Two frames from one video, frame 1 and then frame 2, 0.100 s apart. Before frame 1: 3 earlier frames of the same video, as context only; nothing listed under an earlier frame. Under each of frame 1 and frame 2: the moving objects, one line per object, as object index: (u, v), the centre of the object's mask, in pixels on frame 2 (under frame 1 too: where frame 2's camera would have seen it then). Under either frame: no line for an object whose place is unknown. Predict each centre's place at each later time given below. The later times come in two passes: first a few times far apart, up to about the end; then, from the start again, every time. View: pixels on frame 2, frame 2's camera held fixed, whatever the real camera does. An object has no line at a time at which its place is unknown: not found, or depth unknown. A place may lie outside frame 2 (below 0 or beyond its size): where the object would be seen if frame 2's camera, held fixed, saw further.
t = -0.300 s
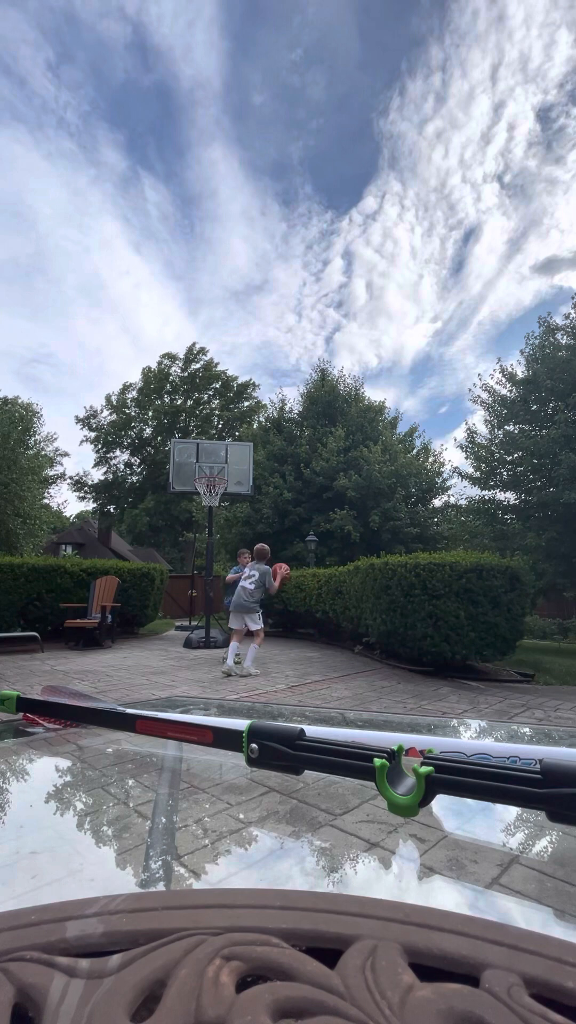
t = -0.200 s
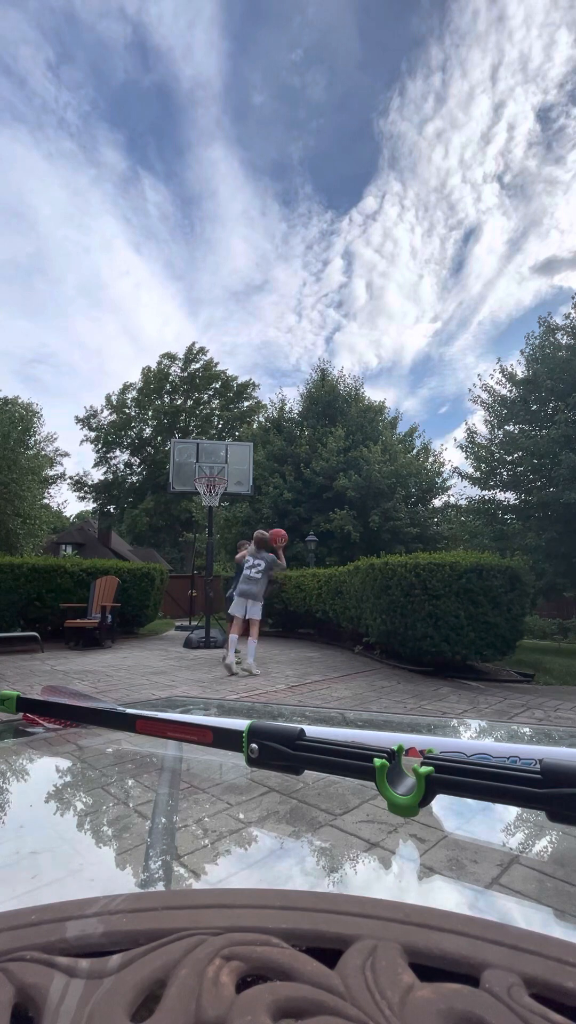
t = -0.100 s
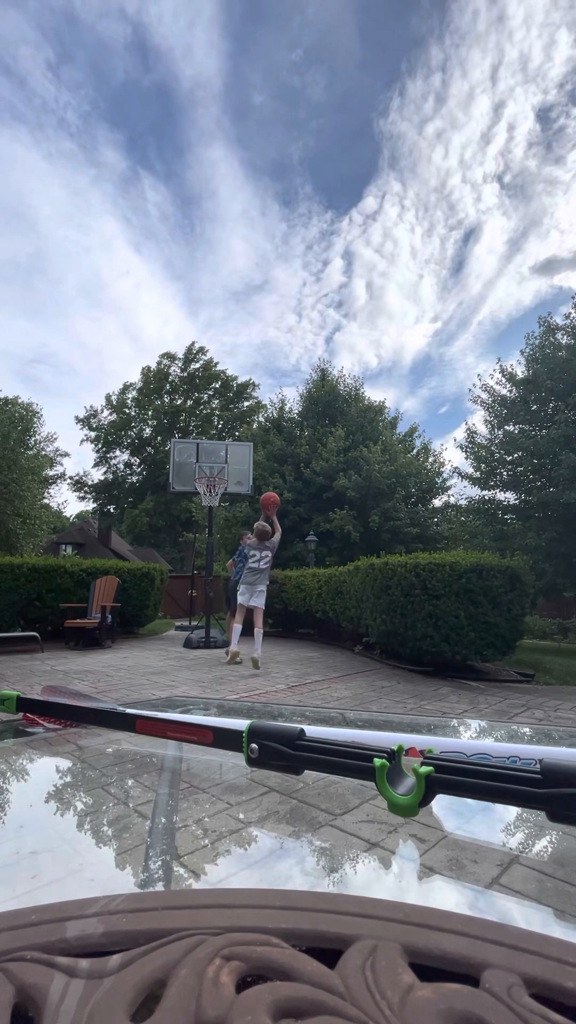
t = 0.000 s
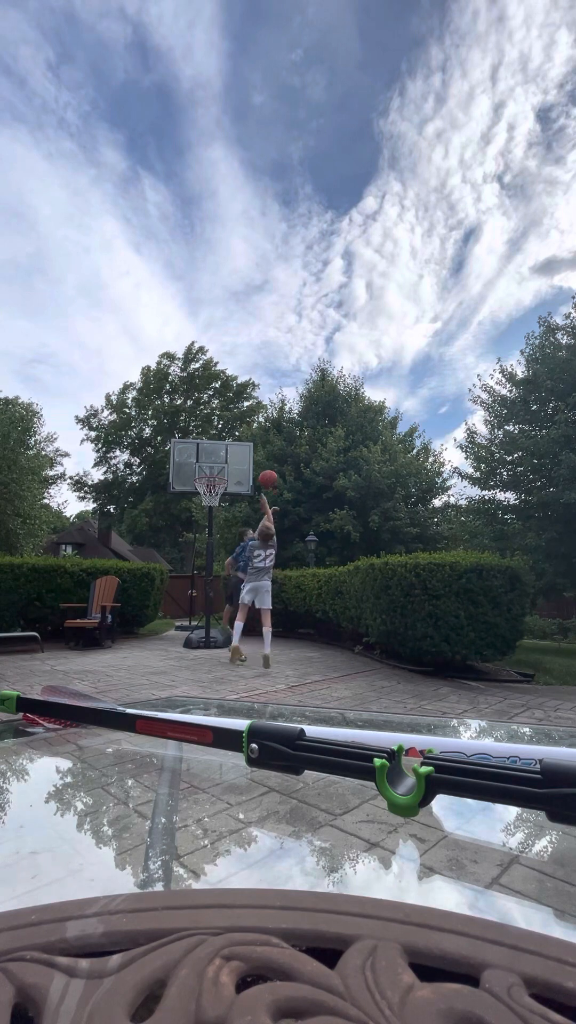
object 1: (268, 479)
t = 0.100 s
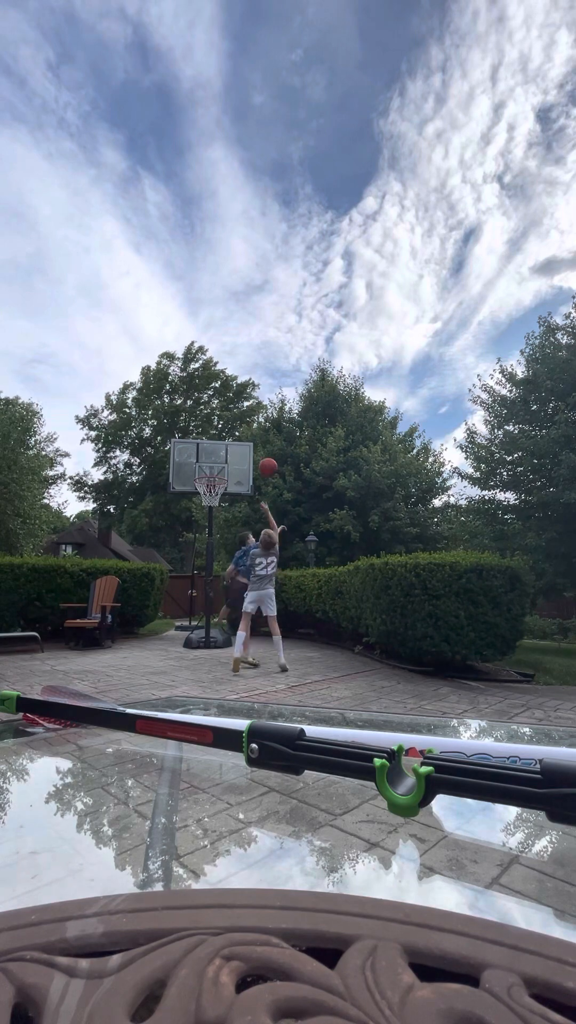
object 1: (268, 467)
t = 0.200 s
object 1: (268, 464)
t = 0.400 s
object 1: (268, 476)
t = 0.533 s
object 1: (268, 498)
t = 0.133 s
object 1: (268, 466)
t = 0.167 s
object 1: (268, 464)
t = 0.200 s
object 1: (268, 464)
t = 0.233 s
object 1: (268, 464)
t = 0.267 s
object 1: (268, 464)
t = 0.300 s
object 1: (268, 466)
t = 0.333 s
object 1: (268, 468)
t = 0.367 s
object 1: (268, 470)
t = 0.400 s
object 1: (268, 476)
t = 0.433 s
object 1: (268, 480)
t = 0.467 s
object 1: (268, 486)
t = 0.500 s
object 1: (268, 491)
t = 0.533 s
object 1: (268, 498)
